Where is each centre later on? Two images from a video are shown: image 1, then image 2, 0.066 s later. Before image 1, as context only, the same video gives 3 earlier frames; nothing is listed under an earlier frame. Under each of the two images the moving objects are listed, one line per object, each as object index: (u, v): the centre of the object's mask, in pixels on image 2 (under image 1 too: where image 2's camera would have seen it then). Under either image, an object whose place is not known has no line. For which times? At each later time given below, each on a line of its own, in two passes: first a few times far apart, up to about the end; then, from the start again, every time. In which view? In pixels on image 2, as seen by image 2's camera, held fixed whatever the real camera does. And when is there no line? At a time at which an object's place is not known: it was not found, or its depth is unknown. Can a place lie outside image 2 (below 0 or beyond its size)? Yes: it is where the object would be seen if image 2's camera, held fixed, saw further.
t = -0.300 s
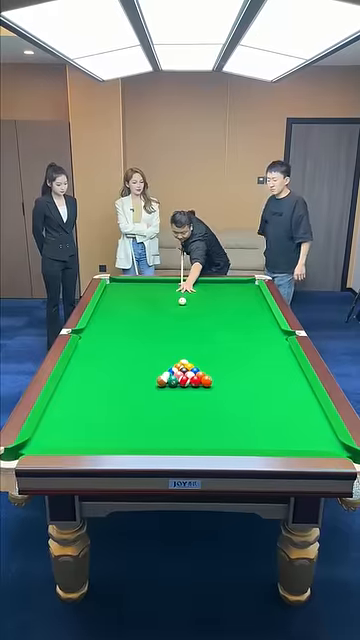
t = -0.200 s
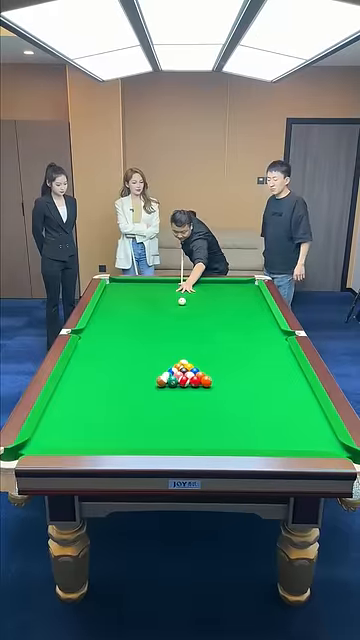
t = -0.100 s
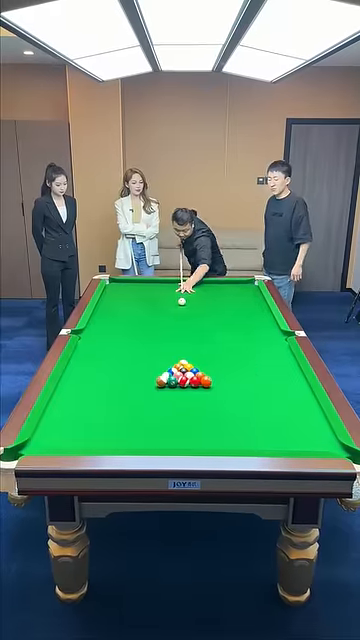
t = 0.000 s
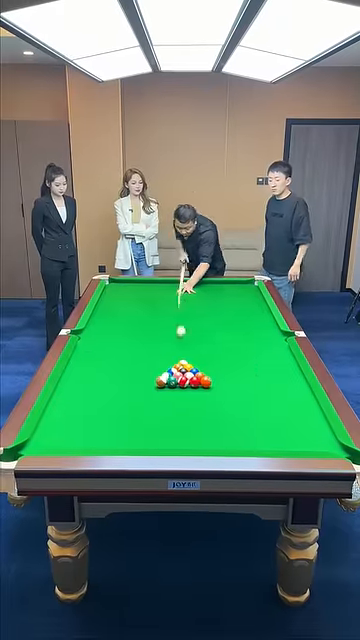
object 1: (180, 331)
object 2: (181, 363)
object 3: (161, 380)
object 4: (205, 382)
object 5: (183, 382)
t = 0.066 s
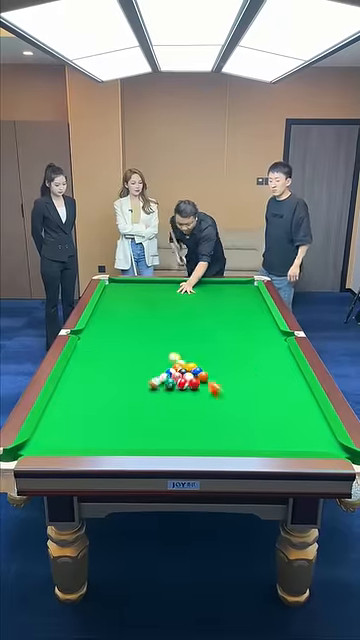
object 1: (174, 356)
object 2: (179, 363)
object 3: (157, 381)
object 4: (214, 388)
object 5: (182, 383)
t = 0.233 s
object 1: (119, 357)
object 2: (165, 361)
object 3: (88, 401)
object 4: (313, 439)
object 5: (179, 403)
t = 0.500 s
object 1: (101, 366)
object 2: (143, 356)
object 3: (82, 425)
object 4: (254, 374)
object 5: (174, 432)
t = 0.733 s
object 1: (130, 385)
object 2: (126, 351)
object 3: (128, 432)
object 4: (210, 343)
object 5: (170, 437)
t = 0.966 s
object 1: (121, 416)
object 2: (109, 347)
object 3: (161, 416)
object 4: (178, 320)
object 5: (175, 424)
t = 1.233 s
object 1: (125, 434)
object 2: (92, 341)
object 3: (173, 401)
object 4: (148, 300)
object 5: (177, 415)
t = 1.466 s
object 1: (146, 409)
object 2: (85, 337)
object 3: (168, 397)
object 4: (128, 286)
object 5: (178, 408)
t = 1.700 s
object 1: (154, 396)
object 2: (90, 332)
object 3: (172, 390)
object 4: (111, 288)
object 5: (180, 403)
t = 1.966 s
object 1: (159, 392)
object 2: (97, 327)
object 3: (185, 380)
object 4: (136, 298)
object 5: (182, 397)
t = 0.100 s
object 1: (164, 353)
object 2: (177, 364)
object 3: (140, 387)
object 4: (235, 402)
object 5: (181, 388)
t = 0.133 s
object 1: (152, 351)
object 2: (174, 362)
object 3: (127, 390)
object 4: (256, 417)
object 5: (181, 392)
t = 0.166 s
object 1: (142, 351)
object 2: (171, 363)
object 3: (114, 394)
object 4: (280, 433)
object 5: (180, 396)
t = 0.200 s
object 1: (131, 352)
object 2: (168, 362)
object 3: (102, 397)
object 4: (304, 446)
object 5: (179, 399)
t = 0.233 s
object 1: (119, 357)
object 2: (165, 361)
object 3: (88, 401)
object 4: (313, 439)
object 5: (179, 403)
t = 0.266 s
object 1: (109, 358)
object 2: (161, 360)
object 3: (75, 404)
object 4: (318, 427)
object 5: (178, 406)
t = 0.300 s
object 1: (98, 357)
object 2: (159, 359)
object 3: (64, 408)
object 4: (316, 416)
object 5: (178, 410)
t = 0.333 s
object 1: (87, 357)
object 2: (156, 359)
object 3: (51, 411)
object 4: (303, 408)
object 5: (177, 414)
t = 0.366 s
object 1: (77, 359)
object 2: (154, 358)
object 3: (52, 414)
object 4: (292, 400)
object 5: (176, 417)
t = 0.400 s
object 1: (77, 360)
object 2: (151, 357)
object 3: (60, 417)
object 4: (281, 393)
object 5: (176, 420)
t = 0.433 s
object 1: (85, 362)
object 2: (148, 357)
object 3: (68, 419)
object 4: (271, 385)
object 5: (175, 425)
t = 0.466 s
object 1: (93, 364)
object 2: (146, 356)
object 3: (75, 422)
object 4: (262, 380)
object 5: (175, 429)
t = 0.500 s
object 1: (101, 366)
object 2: (143, 356)
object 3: (82, 425)
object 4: (254, 374)
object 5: (174, 432)
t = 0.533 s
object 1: (109, 368)
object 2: (141, 355)
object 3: (89, 427)
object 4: (246, 368)
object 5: (172, 437)
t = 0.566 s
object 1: (117, 371)
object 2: (138, 354)
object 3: (94, 429)
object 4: (239, 363)
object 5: (172, 441)
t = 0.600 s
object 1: (125, 374)
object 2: (135, 353)
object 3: (101, 431)
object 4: (232, 358)
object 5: (172, 443)
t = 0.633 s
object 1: (132, 376)
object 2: (133, 353)
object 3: (106, 435)
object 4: (227, 355)
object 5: (171, 444)
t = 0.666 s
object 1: (133, 379)
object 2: (130, 352)
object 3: (113, 434)
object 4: (221, 350)
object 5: (171, 442)
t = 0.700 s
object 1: (132, 382)
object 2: (128, 352)
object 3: (121, 434)
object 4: (216, 347)
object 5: (170, 439)
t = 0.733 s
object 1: (130, 385)
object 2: (126, 351)
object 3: (128, 432)
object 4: (210, 343)
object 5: (170, 437)
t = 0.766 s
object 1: (129, 389)
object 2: (124, 350)
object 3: (136, 429)
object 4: (205, 340)
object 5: (170, 435)
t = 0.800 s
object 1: (127, 392)
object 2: (120, 349)
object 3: (141, 427)
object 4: (200, 336)
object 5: (170, 431)
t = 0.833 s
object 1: (126, 396)
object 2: (118, 349)
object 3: (148, 426)
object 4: (195, 332)
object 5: (170, 429)
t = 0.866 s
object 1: (125, 401)
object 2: (116, 348)
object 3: (155, 423)
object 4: (191, 329)
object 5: (170, 427)
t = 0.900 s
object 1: (123, 405)
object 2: (114, 348)
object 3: (158, 422)
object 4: (187, 326)
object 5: (173, 426)
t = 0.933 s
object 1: (122, 410)
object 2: (111, 347)
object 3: (160, 419)
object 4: (182, 323)
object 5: (175, 425)
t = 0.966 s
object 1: (121, 416)
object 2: (109, 347)
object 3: (161, 416)
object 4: (178, 320)
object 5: (175, 424)
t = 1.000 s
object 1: (120, 421)
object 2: (107, 346)
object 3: (164, 413)
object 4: (173, 318)
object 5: (175, 422)
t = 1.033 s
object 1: (118, 427)
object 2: (105, 345)
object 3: (166, 411)
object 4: (170, 315)
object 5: (176, 421)
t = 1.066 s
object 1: (117, 434)
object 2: (102, 345)
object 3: (168, 409)
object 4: (166, 312)
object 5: (175, 421)
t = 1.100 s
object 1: (116, 440)
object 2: (100, 344)
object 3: (169, 407)
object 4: (162, 310)
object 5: (176, 419)
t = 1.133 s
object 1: (115, 444)
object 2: (98, 343)
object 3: (171, 404)
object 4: (159, 307)
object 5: (176, 418)
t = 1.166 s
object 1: (117, 442)
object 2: (96, 343)
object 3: (173, 403)
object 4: (155, 305)
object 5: (177, 417)
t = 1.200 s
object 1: (121, 438)
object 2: (94, 342)
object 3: (174, 401)
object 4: (152, 302)
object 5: (177, 416)
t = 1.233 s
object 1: (125, 434)
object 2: (92, 341)
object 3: (173, 401)
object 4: (148, 300)
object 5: (177, 415)
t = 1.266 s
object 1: (128, 429)
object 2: (90, 341)
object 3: (172, 400)
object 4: (145, 298)
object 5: (177, 414)
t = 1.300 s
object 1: (132, 425)
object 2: (88, 340)
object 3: (171, 400)
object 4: (142, 296)
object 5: (177, 413)
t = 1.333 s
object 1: (134, 421)
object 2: (86, 340)
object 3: (170, 399)
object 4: (139, 294)
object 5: (177, 412)
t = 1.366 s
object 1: (138, 417)
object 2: (84, 340)
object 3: (170, 399)
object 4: (137, 292)
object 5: (177, 411)
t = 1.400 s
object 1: (140, 414)
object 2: (83, 339)
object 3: (169, 398)
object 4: (134, 290)
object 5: (178, 410)
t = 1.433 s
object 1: (143, 411)
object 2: (84, 338)
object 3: (168, 398)
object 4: (132, 288)
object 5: (178, 409)
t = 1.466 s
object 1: (146, 409)
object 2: (85, 337)
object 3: (168, 397)
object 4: (128, 286)
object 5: (178, 408)
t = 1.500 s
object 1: (148, 406)
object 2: (86, 337)
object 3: (167, 396)
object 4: (125, 284)
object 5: (179, 407)
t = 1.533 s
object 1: (151, 404)
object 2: (86, 336)
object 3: (166, 396)
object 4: (123, 282)
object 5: (179, 406)
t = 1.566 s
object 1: (153, 401)
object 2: (87, 335)
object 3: (166, 395)
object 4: (120, 282)
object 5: (179, 406)
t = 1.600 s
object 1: (155, 399)
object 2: (88, 334)
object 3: (166, 394)
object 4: (115, 283)
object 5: (179, 405)
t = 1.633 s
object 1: (155, 398)
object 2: (89, 334)
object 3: (167, 394)
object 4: (109, 285)
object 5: (180, 404)
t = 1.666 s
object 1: (155, 397)
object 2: (90, 333)
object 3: (170, 392)
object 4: (109, 286)
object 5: (180, 403)
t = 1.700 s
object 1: (154, 396)
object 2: (90, 332)
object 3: (172, 390)
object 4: (111, 288)
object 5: (180, 403)
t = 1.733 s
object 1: (154, 394)
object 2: (92, 332)
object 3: (173, 389)
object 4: (116, 289)
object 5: (181, 402)
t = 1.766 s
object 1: (155, 394)
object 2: (92, 331)
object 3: (175, 387)
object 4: (119, 290)
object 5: (180, 401)
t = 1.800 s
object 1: (156, 394)
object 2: (93, 330)
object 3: (177, 386)
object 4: (122, 291)
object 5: (181, 401)
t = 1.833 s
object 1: (156, 393)
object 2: (94, 330)
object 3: (178, 385)
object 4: (125, 293)
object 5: (181, 400)
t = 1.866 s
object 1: (157, 393)
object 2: (95, 329)
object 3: (180, 383)
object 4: (127, 294)
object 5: (182, 399)
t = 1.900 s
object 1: (158, 392)
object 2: (95, 328)
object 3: (182, 382)
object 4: (130, 295)
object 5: (182, 398)
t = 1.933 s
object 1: (159, 392)
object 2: (96, 328)
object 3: (183, 381)
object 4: (133, 296)
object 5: (182, 398)
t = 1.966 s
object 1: (159, 392)
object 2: (97, 327)
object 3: (185, 380)
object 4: (136, 298)
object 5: (182, 397)
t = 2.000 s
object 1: (160, 391)
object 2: (97, 326)
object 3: (186, 379)
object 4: (138, 299)
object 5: (182, 396)
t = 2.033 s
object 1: (161, 391)
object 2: (98, 326)
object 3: (187, 378)
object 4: (141, 300)
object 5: (182, 396)
